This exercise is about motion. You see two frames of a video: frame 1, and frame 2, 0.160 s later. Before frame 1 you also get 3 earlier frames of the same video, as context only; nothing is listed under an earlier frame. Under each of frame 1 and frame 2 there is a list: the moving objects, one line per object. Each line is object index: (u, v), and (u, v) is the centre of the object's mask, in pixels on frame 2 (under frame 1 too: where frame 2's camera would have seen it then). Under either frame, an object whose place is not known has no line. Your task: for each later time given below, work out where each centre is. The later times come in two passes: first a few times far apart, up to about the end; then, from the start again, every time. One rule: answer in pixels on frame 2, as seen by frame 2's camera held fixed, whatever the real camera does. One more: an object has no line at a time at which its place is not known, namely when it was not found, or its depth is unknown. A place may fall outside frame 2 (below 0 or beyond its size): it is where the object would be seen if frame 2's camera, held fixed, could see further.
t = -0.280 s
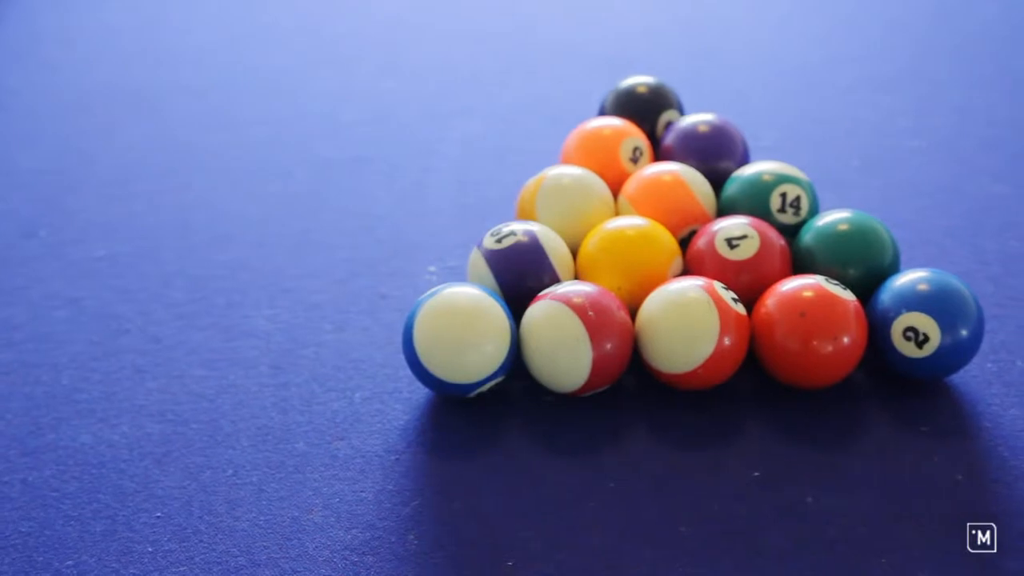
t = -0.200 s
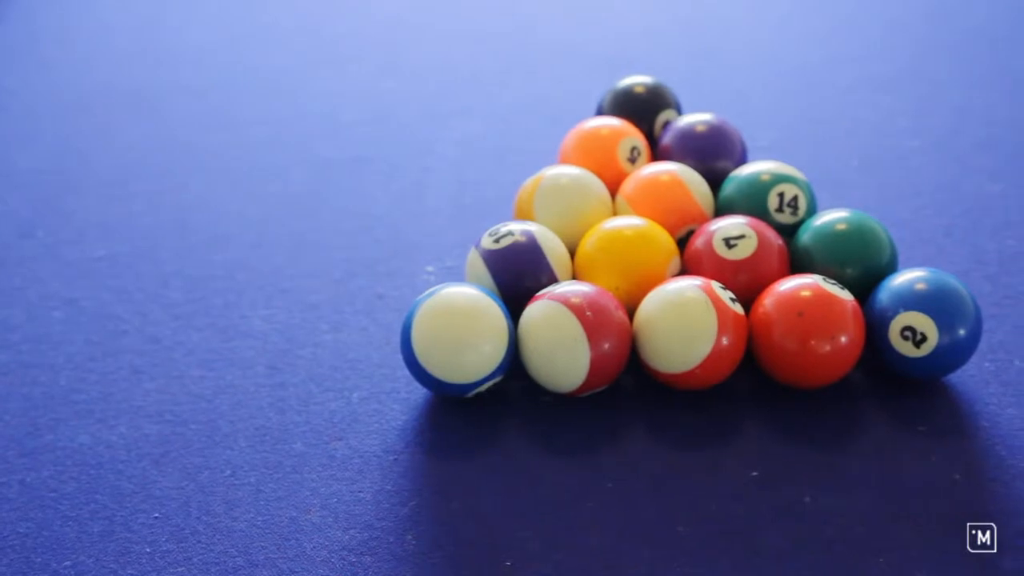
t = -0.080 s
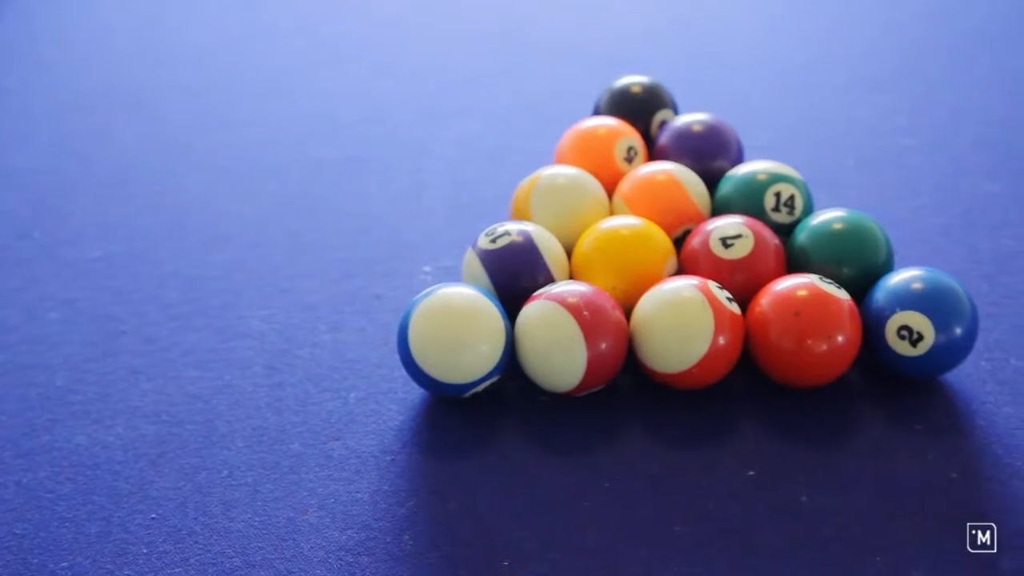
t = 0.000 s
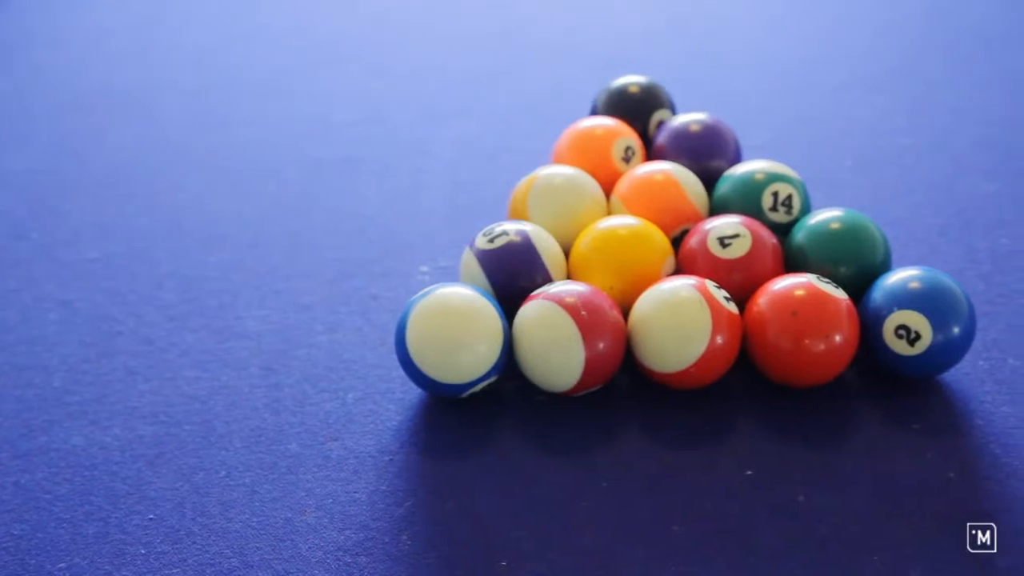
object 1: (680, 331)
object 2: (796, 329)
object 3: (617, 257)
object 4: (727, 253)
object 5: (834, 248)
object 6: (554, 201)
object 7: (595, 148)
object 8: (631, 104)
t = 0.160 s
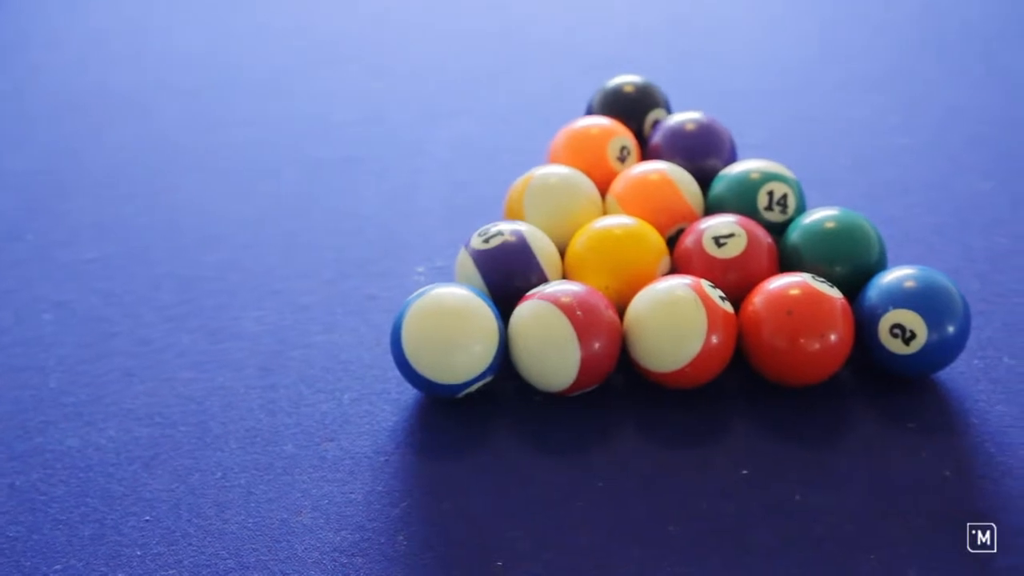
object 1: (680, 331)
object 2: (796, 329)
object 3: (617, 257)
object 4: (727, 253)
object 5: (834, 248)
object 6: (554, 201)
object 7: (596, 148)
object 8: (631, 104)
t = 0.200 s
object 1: (680, 331)
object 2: (796, 329)
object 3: (617, 257)
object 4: (727, 253)
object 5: (834, 248)
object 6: (554, 201)
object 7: (595, 148)
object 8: (631, 104)
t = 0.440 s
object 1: (685, 333)
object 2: (803, 329)
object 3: (614, 266)
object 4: (728, 254)
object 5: (837, 249)
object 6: (541, 217)
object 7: (582, 155)
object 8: (589, 101)
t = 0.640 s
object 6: (518, 221)
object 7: (559, 159)
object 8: (515, 97)
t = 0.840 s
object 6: (485, 213)
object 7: (539, 159)
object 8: (452, 84)
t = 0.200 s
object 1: (680, 331)
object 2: (796, 329)
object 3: (617, 257)
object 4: (727, 253)
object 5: (834, 248)
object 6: (554, 201)
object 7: (595, 148)
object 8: (631, 104)
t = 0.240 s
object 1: (680, 331)
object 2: (796, 329)
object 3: (617, 257)
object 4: (727, 253)
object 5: (834, 248)
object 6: (554, 201)
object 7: (595, 148)
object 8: (631, 104)
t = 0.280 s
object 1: (680, 331)
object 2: (796, 329)
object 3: (617, 257)
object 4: (727, 253)
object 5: (834, 248)
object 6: (554, 201)
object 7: (595, 148)
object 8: (631, 104)
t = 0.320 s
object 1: (680, 331)
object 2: (796, 329)
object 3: (617, 257)
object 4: (727, 253)
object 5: (834, 248)
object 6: (554, 201)
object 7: (595, 148)
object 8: (630, 104)
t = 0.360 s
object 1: (682, 331)
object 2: (800, 329)
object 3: (615, 260)
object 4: (728, 254)
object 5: (834, 247)
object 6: (552, 205)
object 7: (592, 150)
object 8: (625, 106)
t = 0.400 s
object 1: (684, 332)
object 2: (802, 329)
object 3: (614, 265)
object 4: (728, 254)
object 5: (837, 249)
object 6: (545, 214)
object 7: (586, 153)
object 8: (607, 104)
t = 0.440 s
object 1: (685, 333)
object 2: (803, 329)
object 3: (614, 266)
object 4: (728, 254)
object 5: (837, 249)
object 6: (541, 217)
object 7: (582, 155)
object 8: (589, 101)
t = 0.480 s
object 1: (686, 333)
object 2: (803, 329)
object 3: (614, 266)
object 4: (728, 254)
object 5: (837, 249)
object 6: (537, 219)
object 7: (578, 156)
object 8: (573, 99)
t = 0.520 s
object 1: (687, 333)
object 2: (803, 329)
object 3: (614, 266)
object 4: (728, 254)
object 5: (837, 249)
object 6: (533, 221)
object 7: (573, 158)
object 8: (557, 98)
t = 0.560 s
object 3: (614, 267)
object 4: (728, 254)
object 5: (837, 249)
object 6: (530, 222)
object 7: (568, 159)
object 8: (542, 97)
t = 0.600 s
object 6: (524, 222)
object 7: (563, 159)
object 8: (528, 97)
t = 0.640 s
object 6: (518, 221)
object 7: (559, 159)
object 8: (515, 97)
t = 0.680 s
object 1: (664, 334)
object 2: (807, 351)
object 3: (586, 271)
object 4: (729, 263)
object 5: (862, 270)
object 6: (511, 220)
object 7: (555, 159)
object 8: (503, 96)
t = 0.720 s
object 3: (577, 273)
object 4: (728, 266)
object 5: (871, 275)
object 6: (504, 218)
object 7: (551, 160)
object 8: (489, 93)
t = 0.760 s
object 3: (568, 275)
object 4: (727, 268)
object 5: (880, 280)
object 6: (497, 217)
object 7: (547, 160)
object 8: (476, 91)
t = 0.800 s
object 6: (491, 215)
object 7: (543, 159)
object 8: (464, 88)
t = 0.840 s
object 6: (485, 213)
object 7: (539, 159)
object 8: (452, 84)
